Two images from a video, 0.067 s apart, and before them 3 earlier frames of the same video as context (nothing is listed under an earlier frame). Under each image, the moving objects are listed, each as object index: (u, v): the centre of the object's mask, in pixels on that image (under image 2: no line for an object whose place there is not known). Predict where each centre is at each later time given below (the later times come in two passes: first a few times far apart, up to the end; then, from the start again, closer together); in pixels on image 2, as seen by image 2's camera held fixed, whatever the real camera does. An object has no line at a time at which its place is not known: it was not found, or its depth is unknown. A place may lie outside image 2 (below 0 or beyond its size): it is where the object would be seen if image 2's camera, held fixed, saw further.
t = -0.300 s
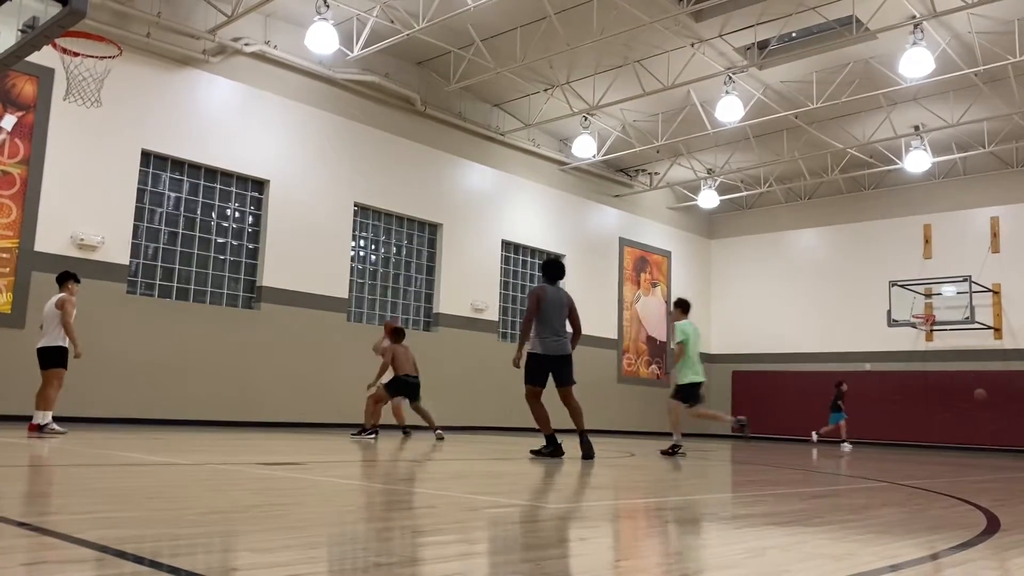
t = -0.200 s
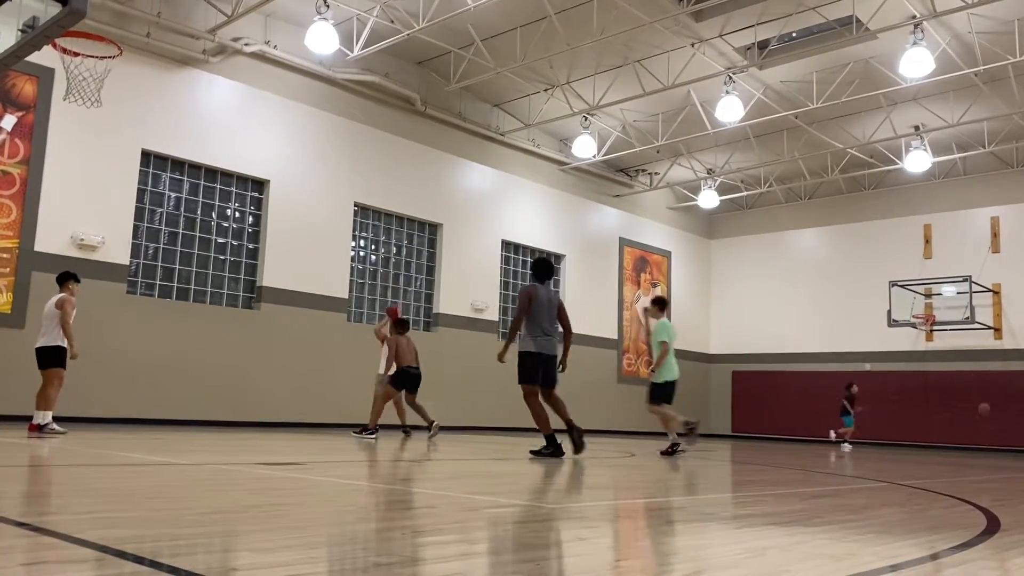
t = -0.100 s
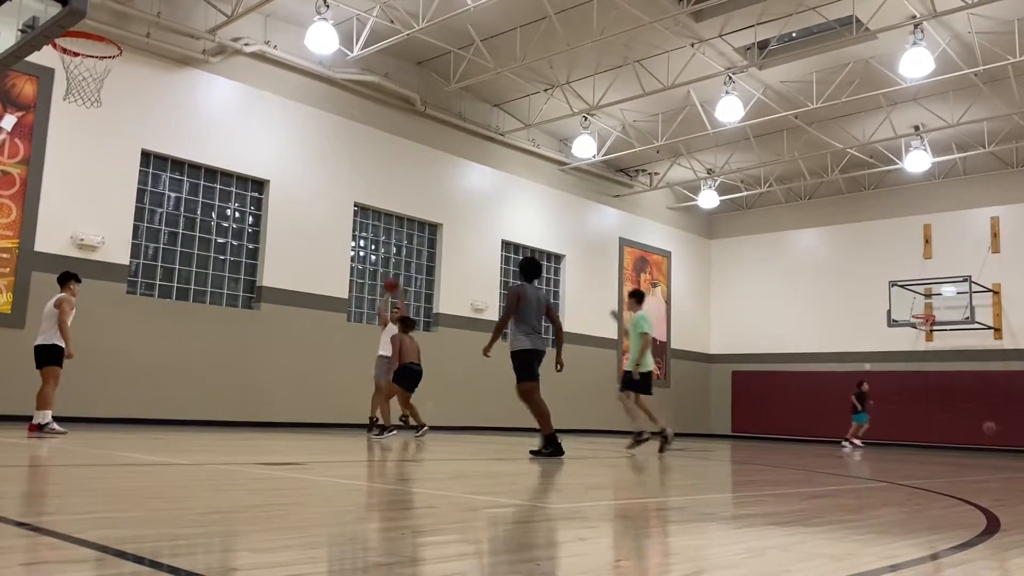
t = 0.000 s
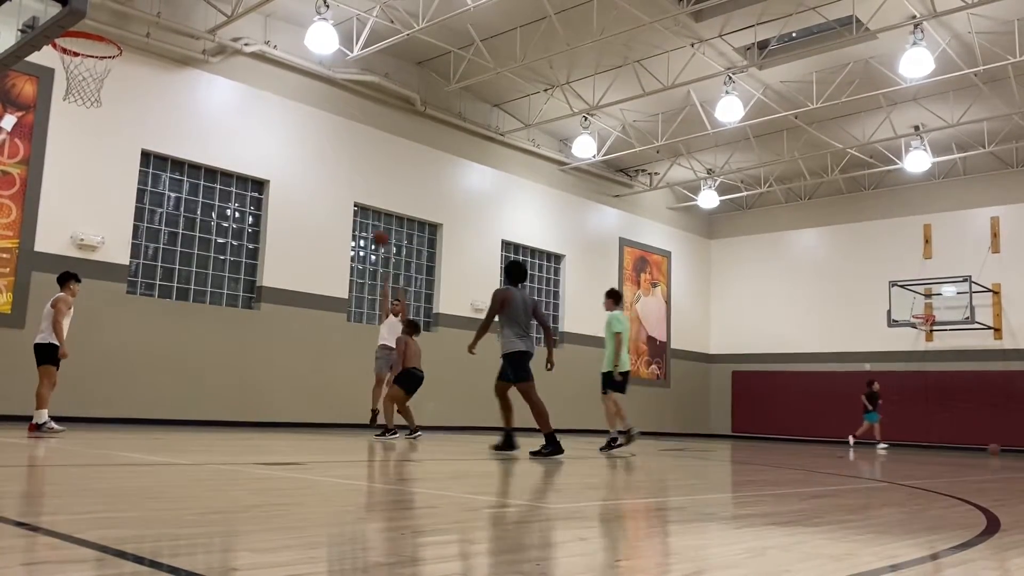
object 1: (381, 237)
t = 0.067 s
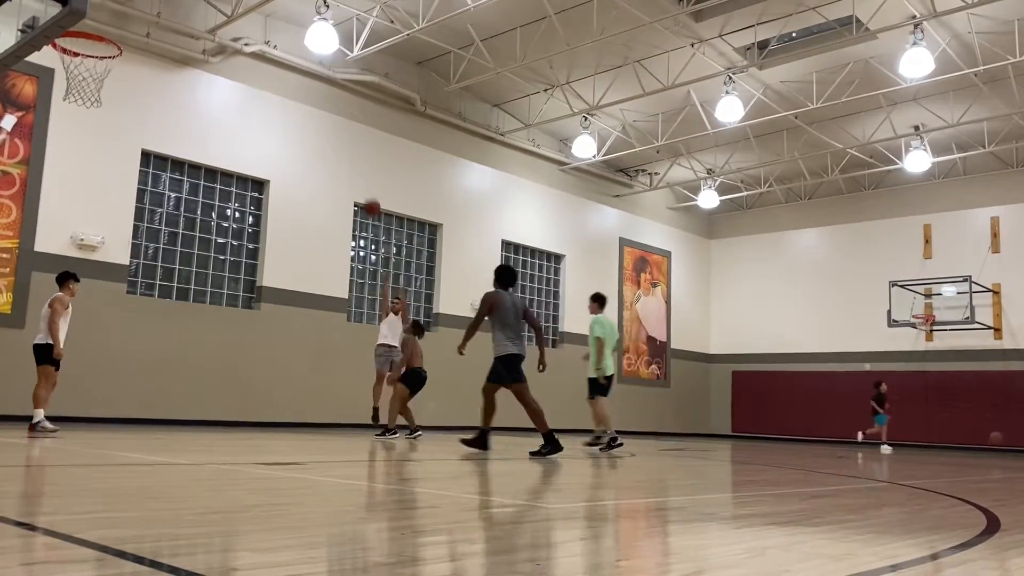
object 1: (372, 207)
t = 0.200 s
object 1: (352, 152)
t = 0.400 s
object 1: (318, 83)
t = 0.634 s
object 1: (268, 28)
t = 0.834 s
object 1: (212, 13)
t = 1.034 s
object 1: (138, 38)
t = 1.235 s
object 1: (168, 9)
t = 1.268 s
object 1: (176, 6)
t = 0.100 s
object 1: (367, 193)
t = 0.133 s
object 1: (362, 178)
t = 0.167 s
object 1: (357, 165)
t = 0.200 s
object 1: (352, 152)
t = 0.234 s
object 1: (347, 138)
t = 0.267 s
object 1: (342, 126)
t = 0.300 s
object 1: (335, 114)
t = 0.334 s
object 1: (330, 103)
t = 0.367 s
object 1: (324, 92)
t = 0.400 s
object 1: (318, 83)
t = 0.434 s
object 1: (312, 73)
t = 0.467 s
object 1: (305, 64)
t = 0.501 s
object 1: (298, 55)
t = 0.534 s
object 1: (291, 47)
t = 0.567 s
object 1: (283, 40)
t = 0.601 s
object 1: (276, 34)
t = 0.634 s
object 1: (268, 28)
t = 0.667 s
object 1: (260, 24)
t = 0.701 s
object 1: (251, 20)
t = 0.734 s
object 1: (242, 16)
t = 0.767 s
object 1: (233, 14)
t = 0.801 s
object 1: (223, 13)
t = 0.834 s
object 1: (212, 13)
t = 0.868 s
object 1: (202, 14)
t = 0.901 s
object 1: (190, 16)
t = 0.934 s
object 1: (178, 20)
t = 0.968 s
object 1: (165, 24)
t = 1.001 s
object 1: (151, 31)
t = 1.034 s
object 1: (138, 38)
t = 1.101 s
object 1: (133, 37)
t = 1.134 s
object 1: (142, 27)
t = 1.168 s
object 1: (151, 18)
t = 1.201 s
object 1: (159, 12)
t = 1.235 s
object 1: (168, 9)
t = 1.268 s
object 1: (176, 6)
